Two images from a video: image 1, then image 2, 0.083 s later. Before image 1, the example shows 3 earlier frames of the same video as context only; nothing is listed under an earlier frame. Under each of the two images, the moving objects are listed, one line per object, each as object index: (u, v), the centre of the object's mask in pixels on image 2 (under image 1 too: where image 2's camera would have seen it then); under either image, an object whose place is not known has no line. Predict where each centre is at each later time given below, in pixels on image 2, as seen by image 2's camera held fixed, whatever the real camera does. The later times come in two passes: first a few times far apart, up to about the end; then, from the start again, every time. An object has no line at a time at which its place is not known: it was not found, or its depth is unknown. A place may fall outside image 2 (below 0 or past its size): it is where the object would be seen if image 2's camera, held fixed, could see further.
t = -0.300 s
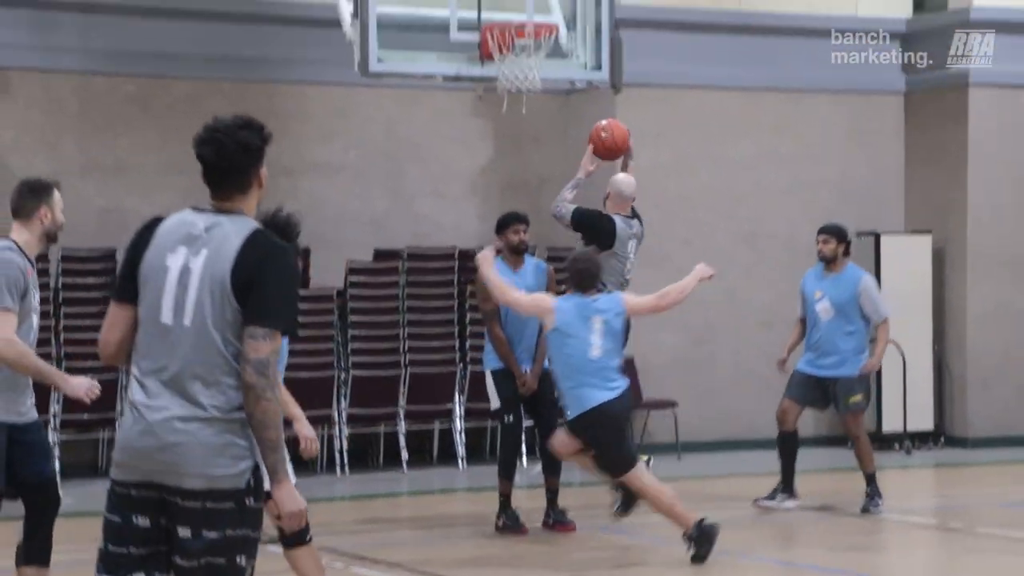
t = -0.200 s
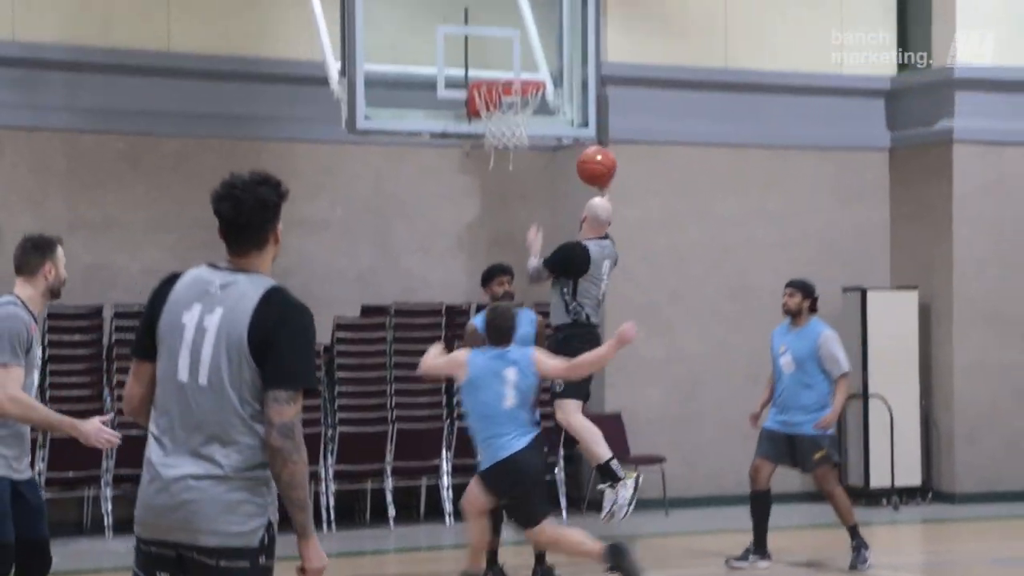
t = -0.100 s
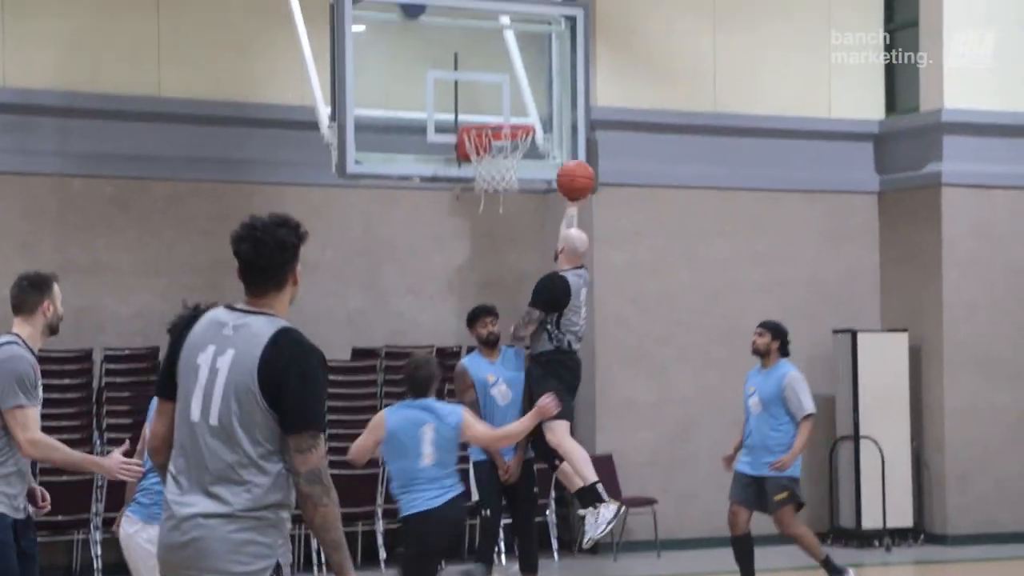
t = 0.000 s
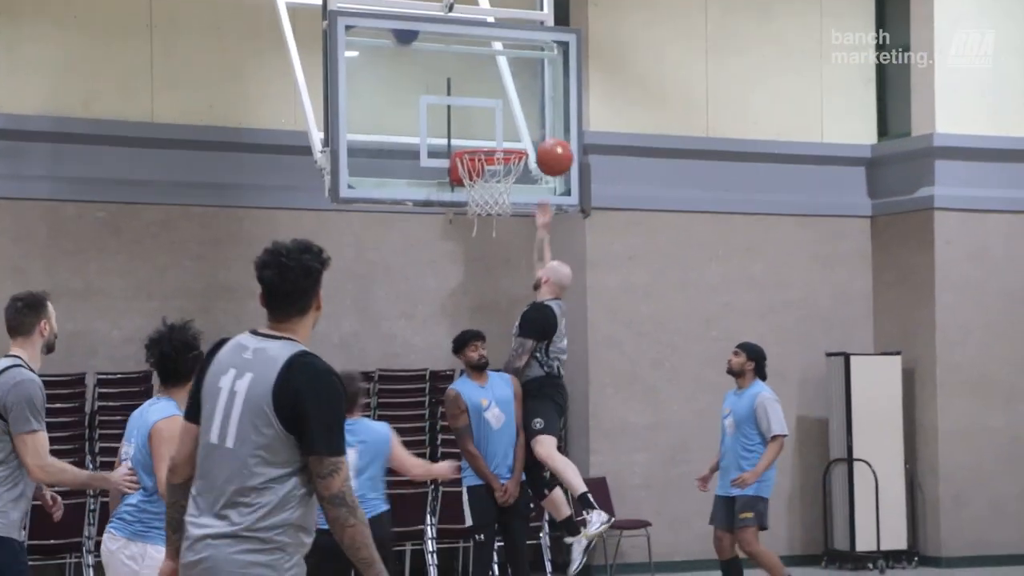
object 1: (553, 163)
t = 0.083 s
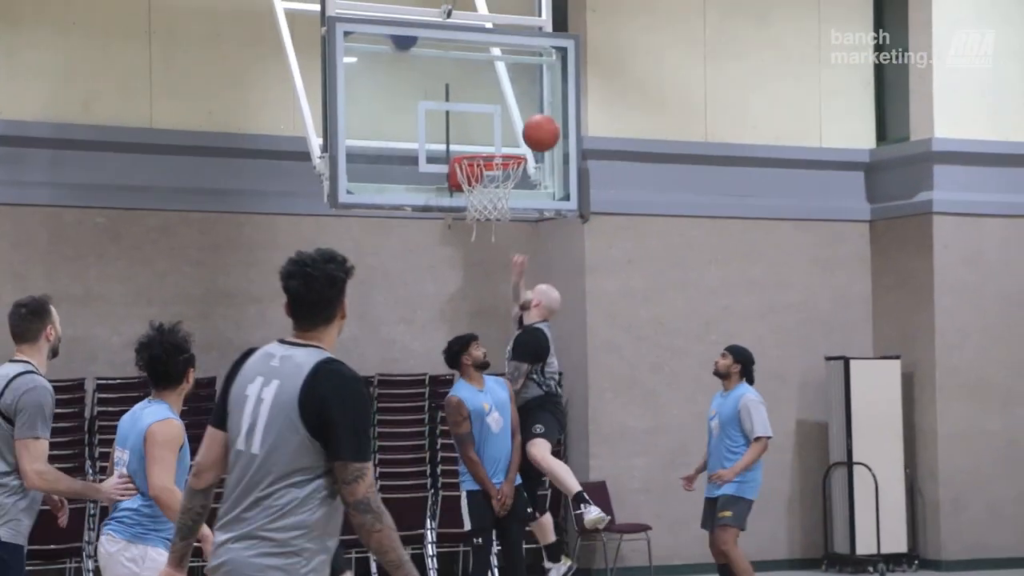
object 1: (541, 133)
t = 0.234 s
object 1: (520, 106)
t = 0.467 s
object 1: (488, 133)
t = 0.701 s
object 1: (487, 179)
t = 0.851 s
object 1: (496, 224)
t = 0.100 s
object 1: (538, 128)
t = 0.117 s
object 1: (536, 124)
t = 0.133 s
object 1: (534, 120)
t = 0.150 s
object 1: (531, 117)
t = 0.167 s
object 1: (529, 114)
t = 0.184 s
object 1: (527, 111)
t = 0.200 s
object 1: (524, 109)
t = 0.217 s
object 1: (522, 107)
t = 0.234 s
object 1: (520, 106)
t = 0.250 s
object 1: (517, 105)
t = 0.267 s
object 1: (515, 105)
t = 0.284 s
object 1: (513, 105)
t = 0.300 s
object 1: (511, 105)
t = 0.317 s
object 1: (508, 106)
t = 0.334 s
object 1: (506, 108)
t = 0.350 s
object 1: (504, 110)
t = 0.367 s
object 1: (502, 112)
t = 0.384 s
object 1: (499, 115)
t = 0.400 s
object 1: (497, 118)
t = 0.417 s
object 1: (495, 121)
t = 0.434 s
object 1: (493, 125)
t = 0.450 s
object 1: (490, 129)
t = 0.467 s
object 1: (488, 133)
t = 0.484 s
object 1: (486, 138)
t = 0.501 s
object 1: (485, 141)
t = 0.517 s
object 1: (484, 142)
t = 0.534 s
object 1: (484, 143)
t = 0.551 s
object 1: (483, 144)
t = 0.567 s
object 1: (483, 146)
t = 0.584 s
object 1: (482, 148)
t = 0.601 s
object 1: (482, 149)
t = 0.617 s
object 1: (481, 165)
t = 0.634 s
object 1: (481, 171)
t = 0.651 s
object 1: (481, 171)
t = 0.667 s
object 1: (482, 173)
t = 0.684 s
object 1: (486, 175)
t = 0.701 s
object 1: (487, 179)
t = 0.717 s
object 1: (488, 183)
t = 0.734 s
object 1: (490, 188)
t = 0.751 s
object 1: (491, 193)
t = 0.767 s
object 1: (492, 198)
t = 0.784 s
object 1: (493, 202)
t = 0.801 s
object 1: (495, 207)
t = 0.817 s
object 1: (495, 213)
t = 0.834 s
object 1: (496, 220)
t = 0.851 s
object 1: (496, 224)
